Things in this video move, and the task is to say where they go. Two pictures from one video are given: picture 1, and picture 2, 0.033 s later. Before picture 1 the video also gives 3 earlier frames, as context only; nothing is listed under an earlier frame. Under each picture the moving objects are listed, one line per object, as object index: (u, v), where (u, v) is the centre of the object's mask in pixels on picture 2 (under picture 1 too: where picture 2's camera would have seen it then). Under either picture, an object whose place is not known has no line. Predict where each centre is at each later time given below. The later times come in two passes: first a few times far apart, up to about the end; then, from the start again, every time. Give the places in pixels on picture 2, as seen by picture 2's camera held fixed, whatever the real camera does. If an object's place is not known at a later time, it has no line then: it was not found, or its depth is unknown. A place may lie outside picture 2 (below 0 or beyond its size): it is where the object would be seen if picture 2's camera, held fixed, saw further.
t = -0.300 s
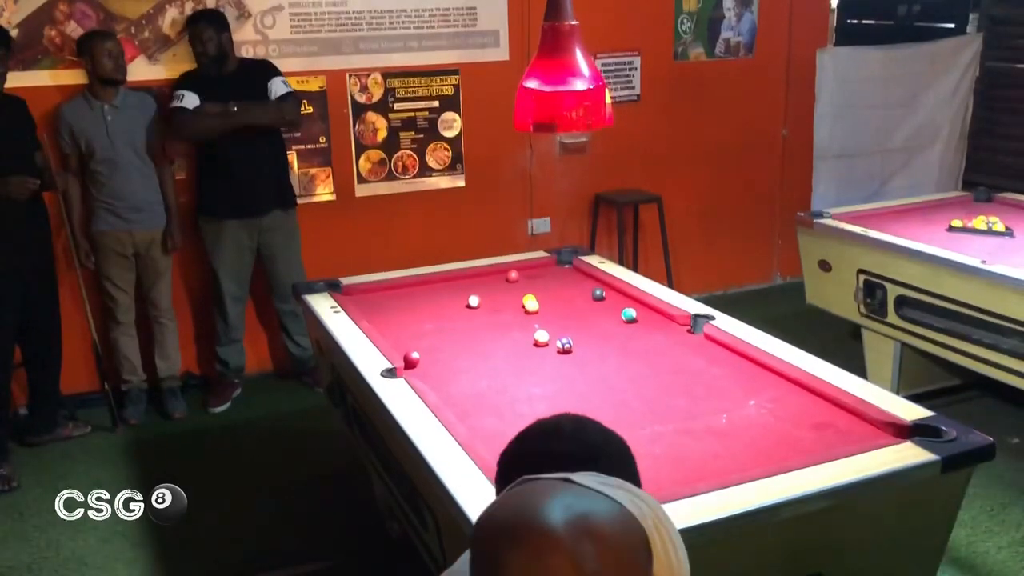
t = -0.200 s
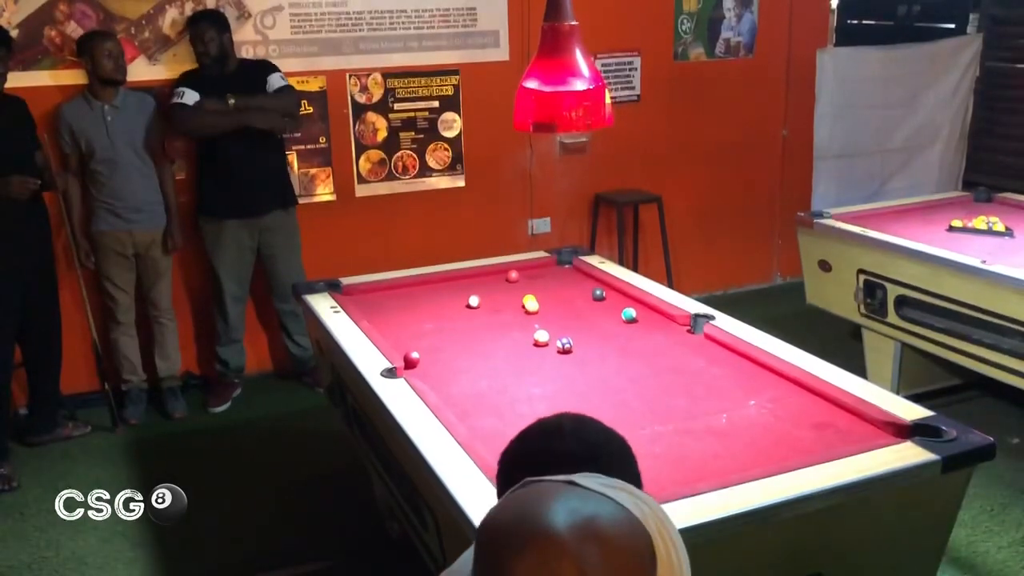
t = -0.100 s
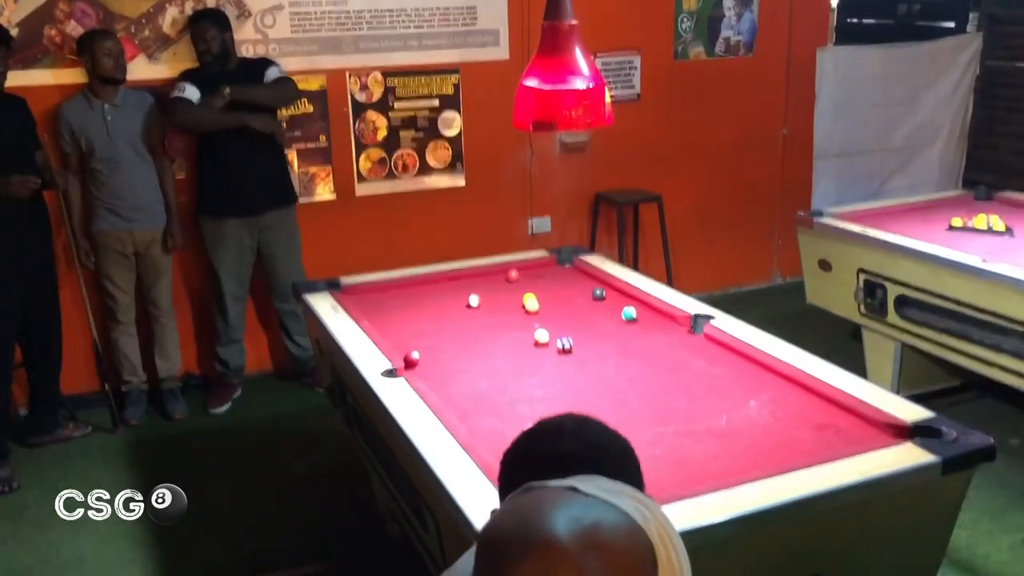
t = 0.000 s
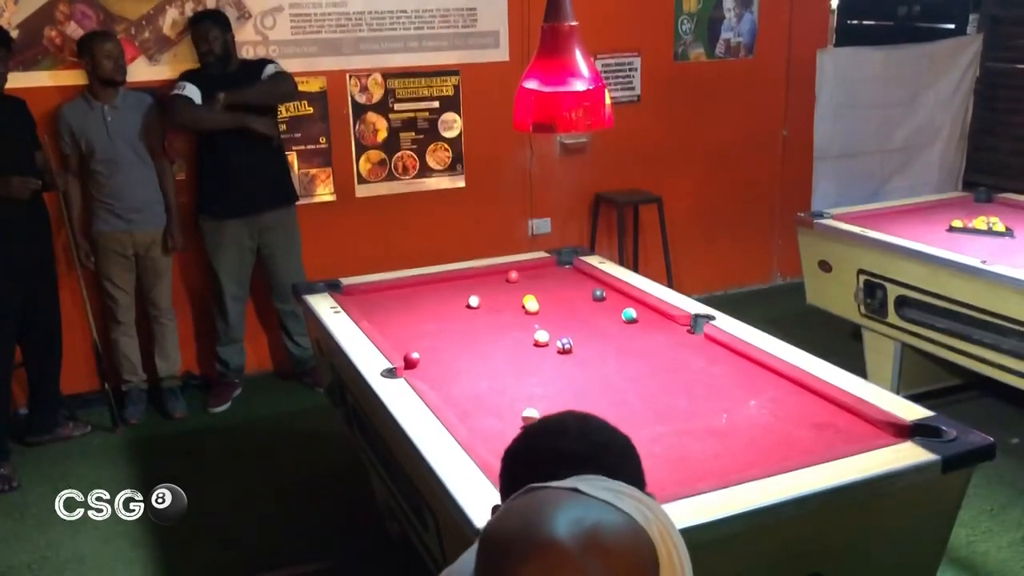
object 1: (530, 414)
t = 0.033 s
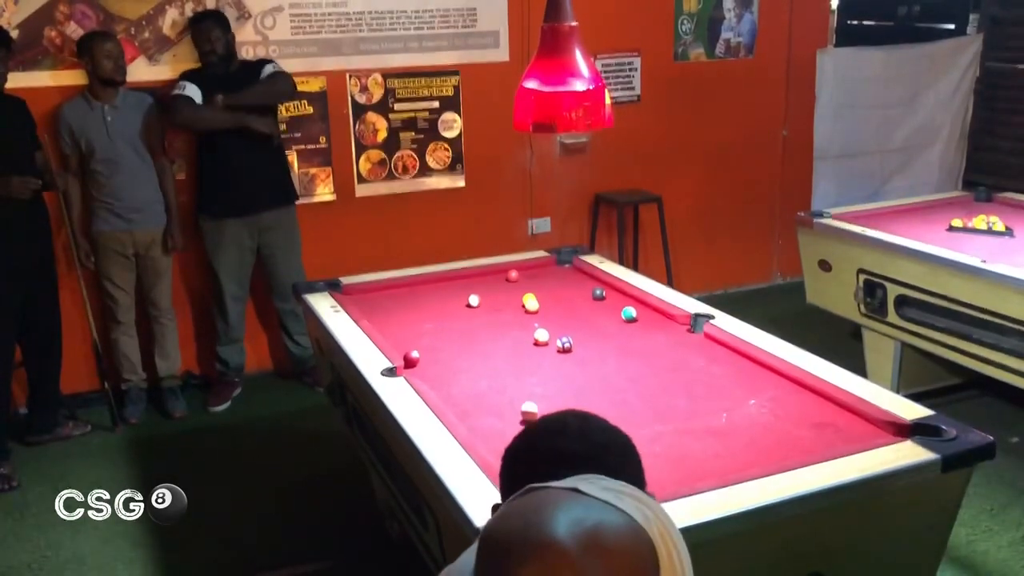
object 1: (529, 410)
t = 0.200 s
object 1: (526, 389)
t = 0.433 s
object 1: (522, 362)
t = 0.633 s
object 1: (518, 343)
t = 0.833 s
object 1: (516, 325)
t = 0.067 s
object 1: (529, 406)
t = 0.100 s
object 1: (529, 401)
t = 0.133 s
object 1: (528, 397)
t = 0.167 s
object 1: (527, 393)
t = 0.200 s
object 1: (526, 389)
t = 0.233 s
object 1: (525, 385)
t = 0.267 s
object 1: (525, 381)
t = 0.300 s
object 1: (524, 376)
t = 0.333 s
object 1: (523, 373)
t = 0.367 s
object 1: (522, 369)
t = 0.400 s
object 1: (522, 365)
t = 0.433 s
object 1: (522, 362)
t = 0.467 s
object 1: (521, 359)
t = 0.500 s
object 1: (520, 355)
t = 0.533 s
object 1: (520, 352)
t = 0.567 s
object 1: (519, 349)
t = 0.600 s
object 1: (519, 346)
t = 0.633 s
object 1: (518, 343)
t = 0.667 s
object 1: (518, 340)
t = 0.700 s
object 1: (517, 337)
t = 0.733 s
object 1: (517, 334)
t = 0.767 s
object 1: (517, 332)
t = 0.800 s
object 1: (516, 329)
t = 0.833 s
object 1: (516, 325)
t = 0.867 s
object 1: (515, 323)
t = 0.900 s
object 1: (515, 321)
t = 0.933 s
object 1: (514, 318)
